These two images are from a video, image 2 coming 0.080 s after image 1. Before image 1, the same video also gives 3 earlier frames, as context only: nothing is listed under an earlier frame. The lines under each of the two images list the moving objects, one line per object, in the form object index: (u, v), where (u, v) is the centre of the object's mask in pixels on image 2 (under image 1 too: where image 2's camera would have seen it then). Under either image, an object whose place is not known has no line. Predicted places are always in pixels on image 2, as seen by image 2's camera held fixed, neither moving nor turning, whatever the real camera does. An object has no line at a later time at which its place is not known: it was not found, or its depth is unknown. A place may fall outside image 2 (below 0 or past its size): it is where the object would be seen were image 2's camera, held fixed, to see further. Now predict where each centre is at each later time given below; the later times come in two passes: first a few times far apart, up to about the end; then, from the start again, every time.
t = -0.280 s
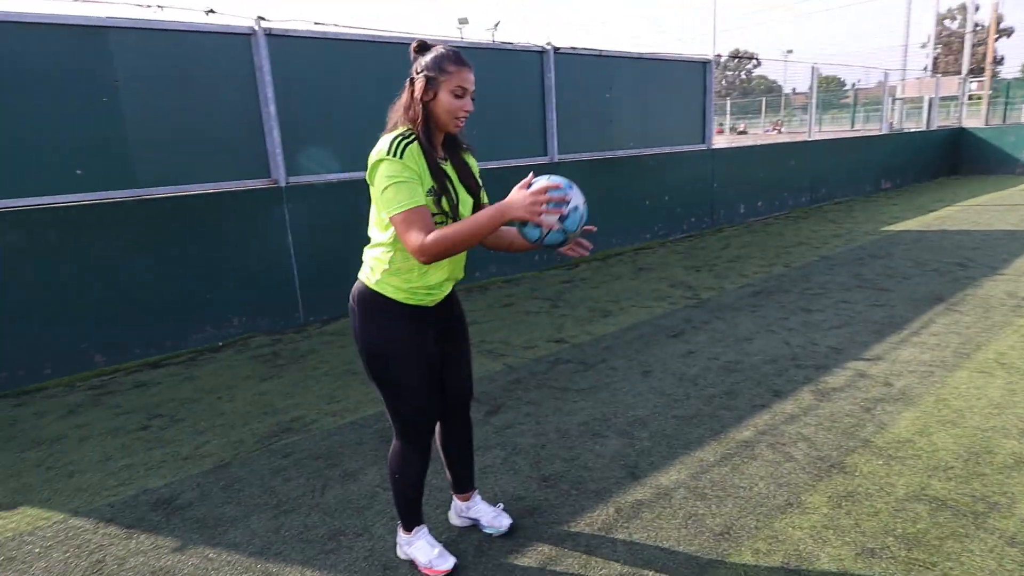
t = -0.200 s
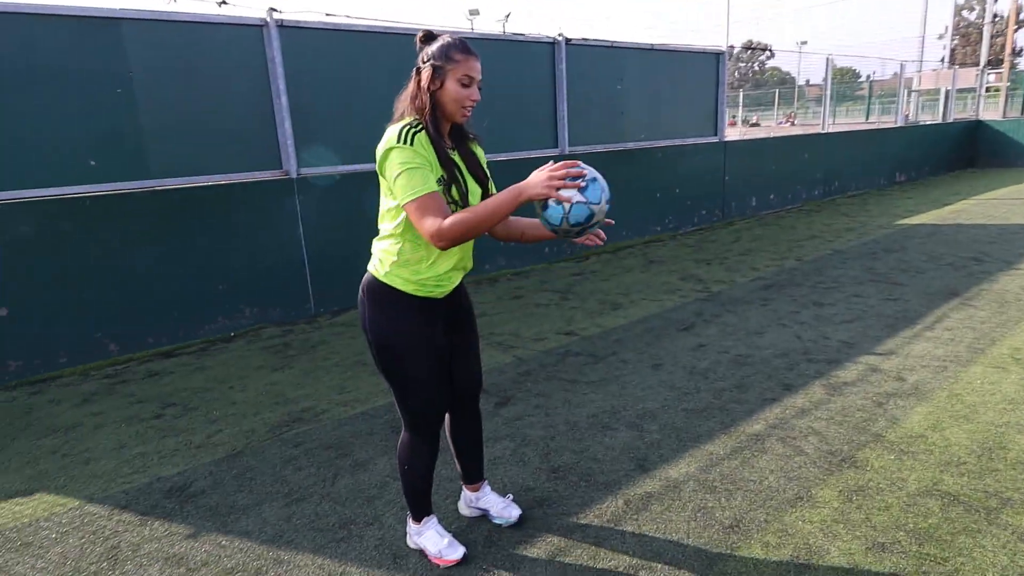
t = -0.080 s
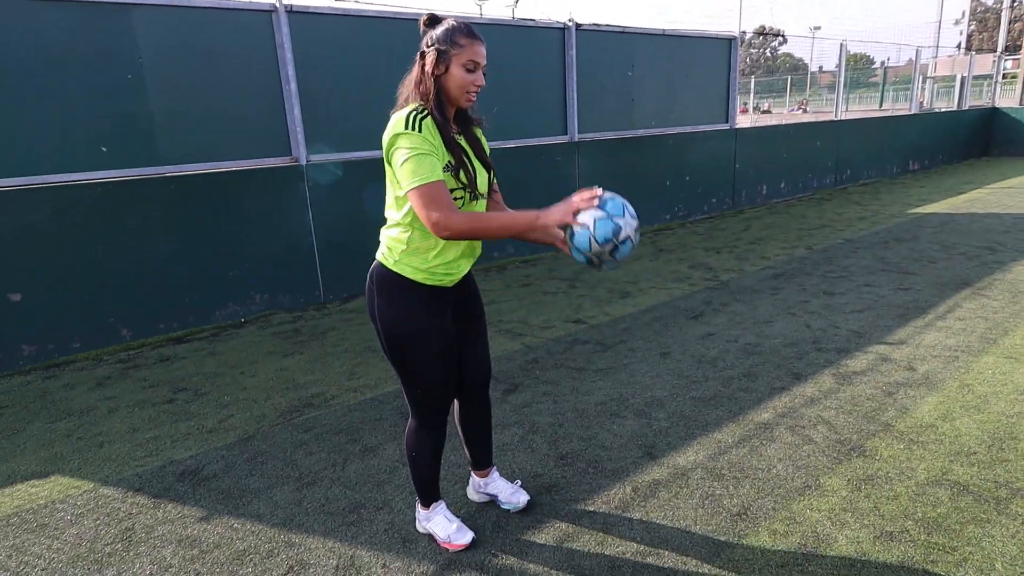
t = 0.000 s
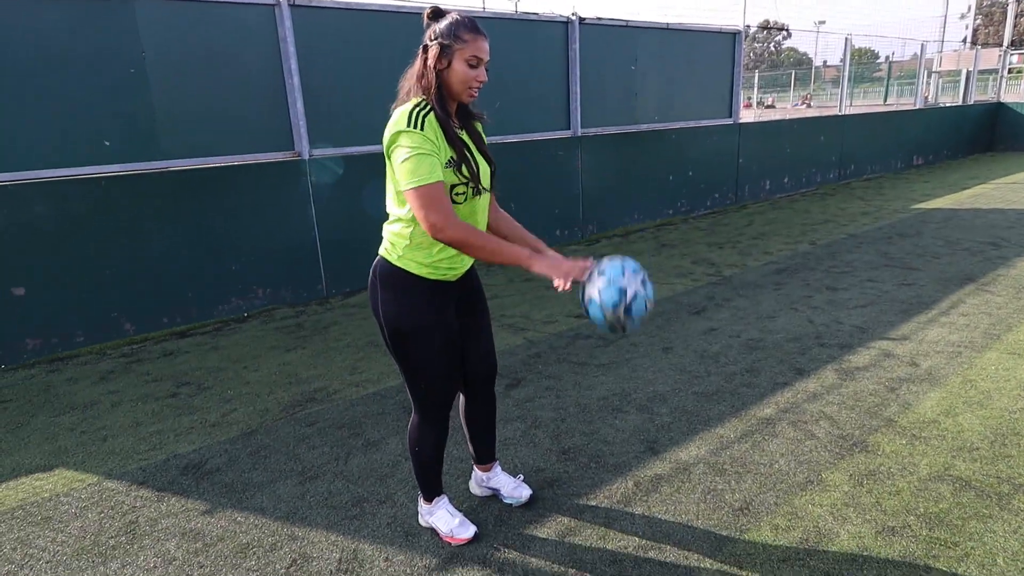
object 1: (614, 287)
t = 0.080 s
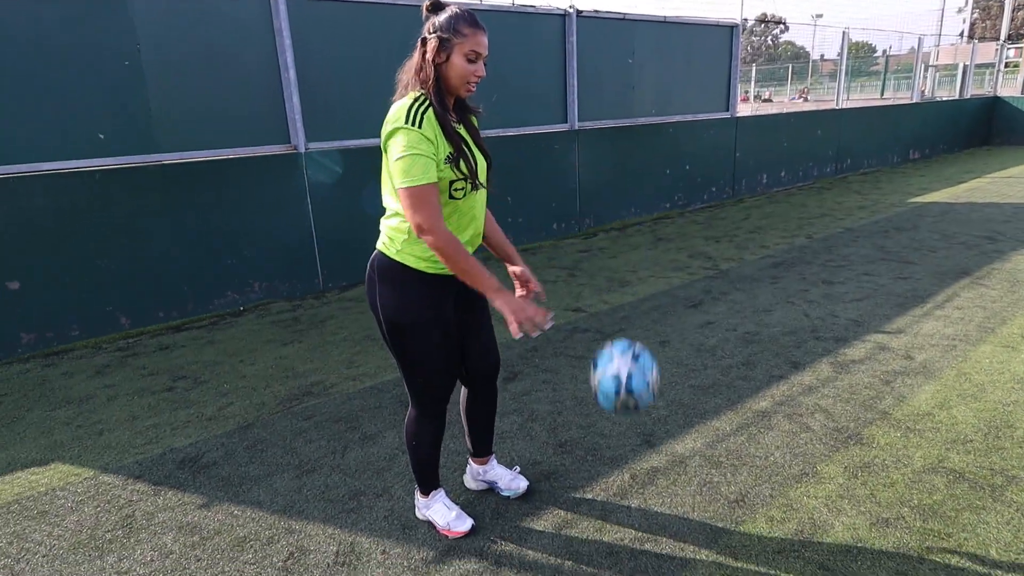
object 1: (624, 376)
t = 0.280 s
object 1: (633, 481)
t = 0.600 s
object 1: (617, 350)
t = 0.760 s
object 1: (608, 395)
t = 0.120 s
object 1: (629, 425)
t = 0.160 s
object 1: (633, 476)
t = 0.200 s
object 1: (636, 532)
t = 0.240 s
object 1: (635, 515)
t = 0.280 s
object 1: (633, 481)
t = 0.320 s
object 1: (632, 451)
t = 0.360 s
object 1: (630, 424)
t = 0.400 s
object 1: (629, 401)
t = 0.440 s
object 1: (626, 381)
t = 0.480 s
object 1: (625, 367)
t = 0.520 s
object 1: (622, 356)
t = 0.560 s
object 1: (620, 350)
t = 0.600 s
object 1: (617, 350)
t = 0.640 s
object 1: (615, 354)
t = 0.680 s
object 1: (613, 362)
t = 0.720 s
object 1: (610, 377)
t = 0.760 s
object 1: (608, 395)
